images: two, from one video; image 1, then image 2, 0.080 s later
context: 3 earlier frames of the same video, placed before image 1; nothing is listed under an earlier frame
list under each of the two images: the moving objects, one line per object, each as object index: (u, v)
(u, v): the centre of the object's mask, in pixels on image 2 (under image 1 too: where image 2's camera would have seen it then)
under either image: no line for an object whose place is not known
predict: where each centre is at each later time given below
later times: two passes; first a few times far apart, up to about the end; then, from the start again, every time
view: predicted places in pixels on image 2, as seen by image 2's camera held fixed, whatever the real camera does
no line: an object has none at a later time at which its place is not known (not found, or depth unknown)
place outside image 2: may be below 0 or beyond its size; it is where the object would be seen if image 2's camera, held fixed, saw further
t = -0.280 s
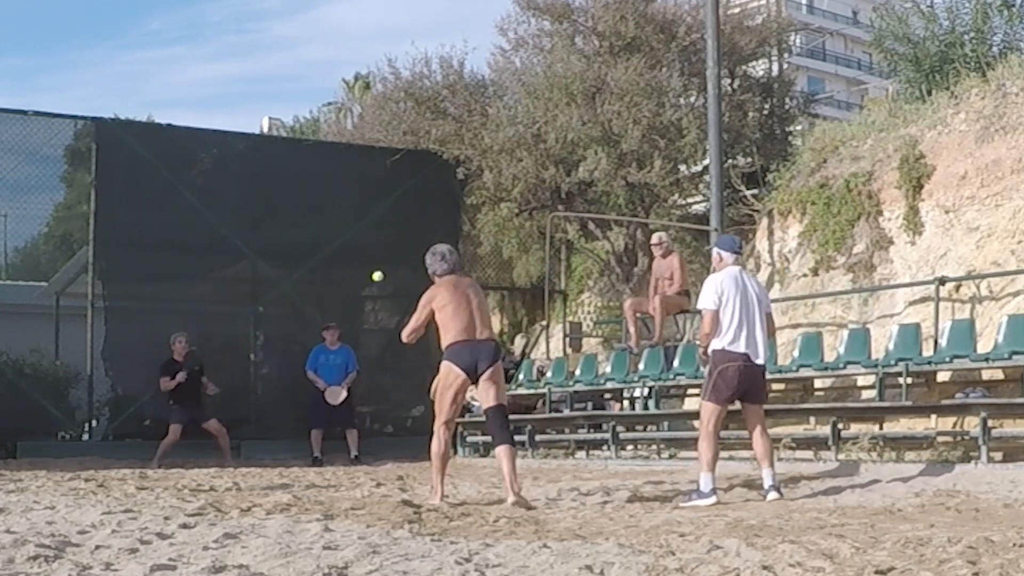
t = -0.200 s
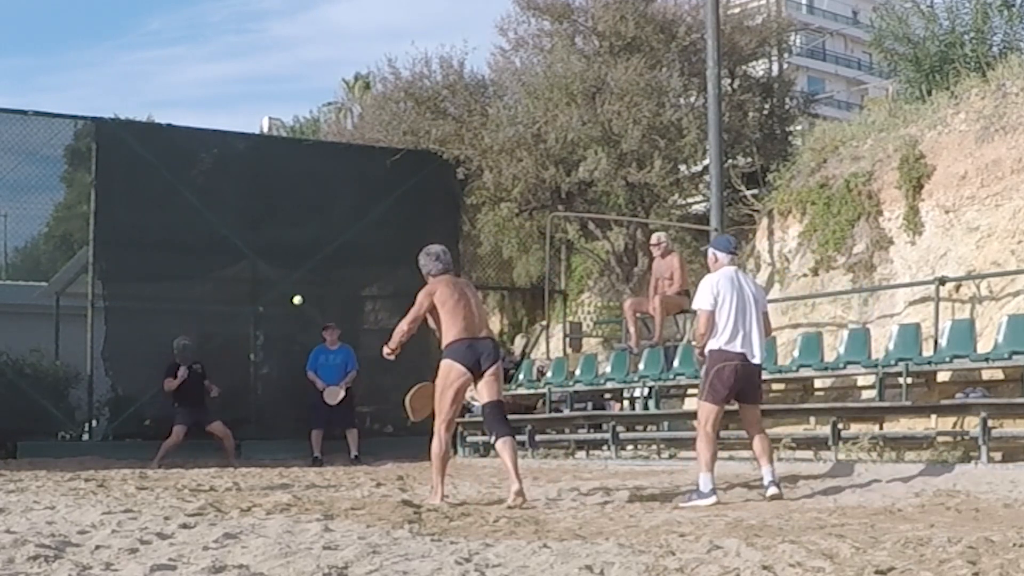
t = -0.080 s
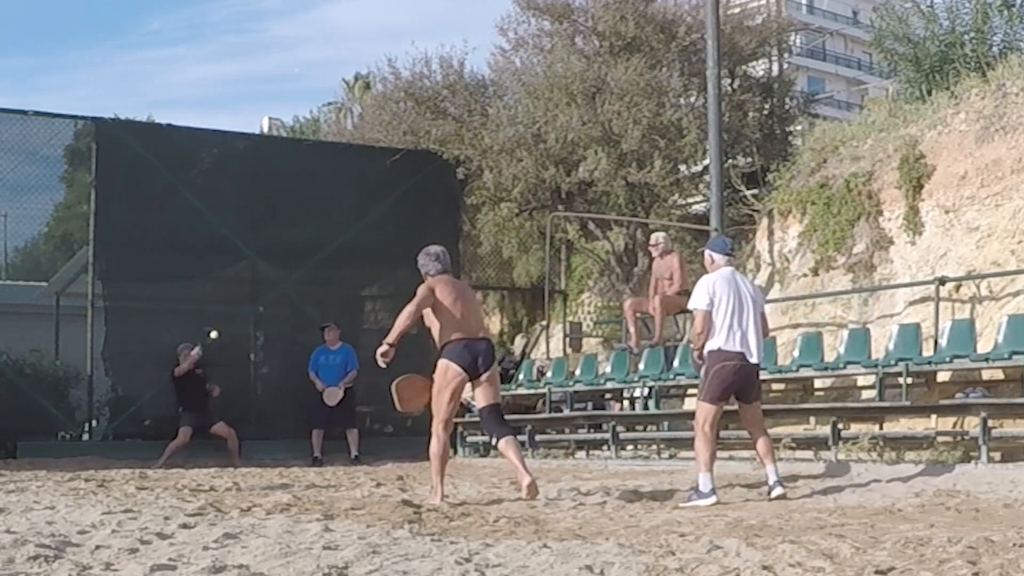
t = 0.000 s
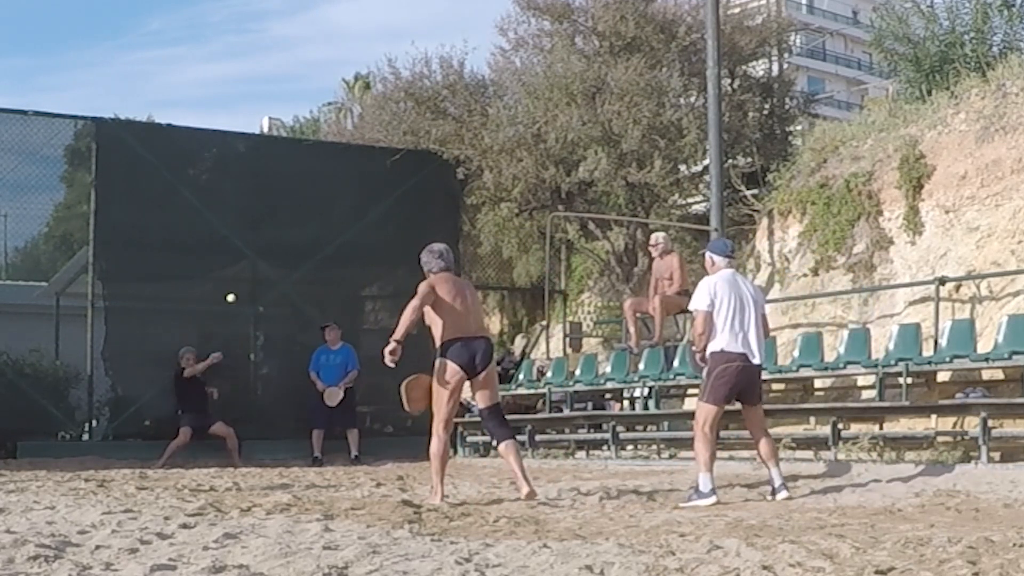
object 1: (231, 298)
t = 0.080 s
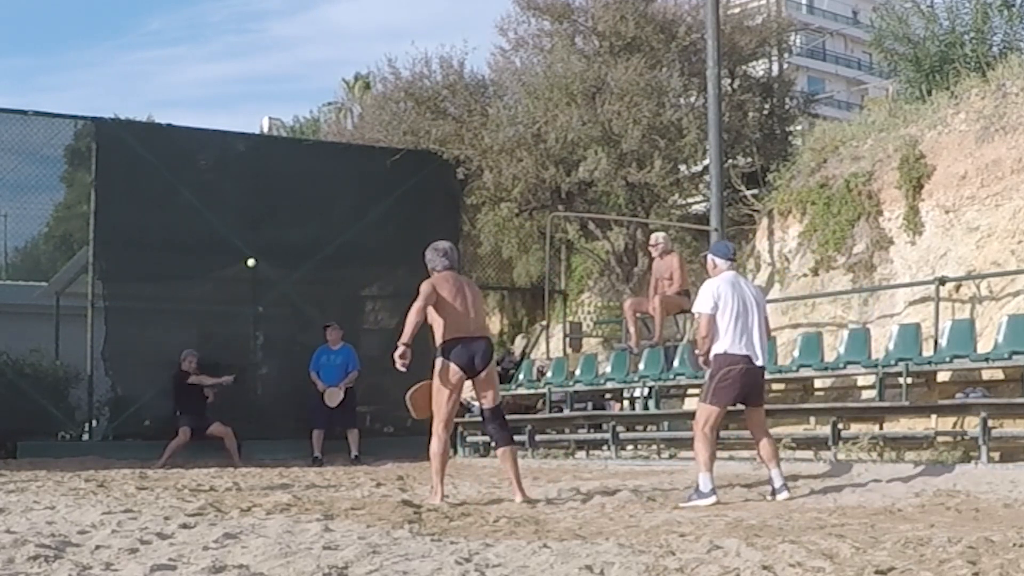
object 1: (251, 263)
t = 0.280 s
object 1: (305, 192)
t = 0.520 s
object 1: (378, 151)
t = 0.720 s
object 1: (448, 160)
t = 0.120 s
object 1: (261, 246)
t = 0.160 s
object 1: (272, 231)
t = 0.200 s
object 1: (283, 217)
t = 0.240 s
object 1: (294, 204)
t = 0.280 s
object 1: (305, 192)
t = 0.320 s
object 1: (316, 182)
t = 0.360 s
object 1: (328, 173)
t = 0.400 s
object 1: (340, 165)
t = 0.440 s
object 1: (353, 159)
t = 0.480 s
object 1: (365, 154)
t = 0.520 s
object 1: (378, 151)
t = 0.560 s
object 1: (391, 149)
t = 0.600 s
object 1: (405, 149)
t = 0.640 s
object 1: (419, 151)
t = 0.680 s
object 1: (434, 154)
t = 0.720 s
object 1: (448, 160)
